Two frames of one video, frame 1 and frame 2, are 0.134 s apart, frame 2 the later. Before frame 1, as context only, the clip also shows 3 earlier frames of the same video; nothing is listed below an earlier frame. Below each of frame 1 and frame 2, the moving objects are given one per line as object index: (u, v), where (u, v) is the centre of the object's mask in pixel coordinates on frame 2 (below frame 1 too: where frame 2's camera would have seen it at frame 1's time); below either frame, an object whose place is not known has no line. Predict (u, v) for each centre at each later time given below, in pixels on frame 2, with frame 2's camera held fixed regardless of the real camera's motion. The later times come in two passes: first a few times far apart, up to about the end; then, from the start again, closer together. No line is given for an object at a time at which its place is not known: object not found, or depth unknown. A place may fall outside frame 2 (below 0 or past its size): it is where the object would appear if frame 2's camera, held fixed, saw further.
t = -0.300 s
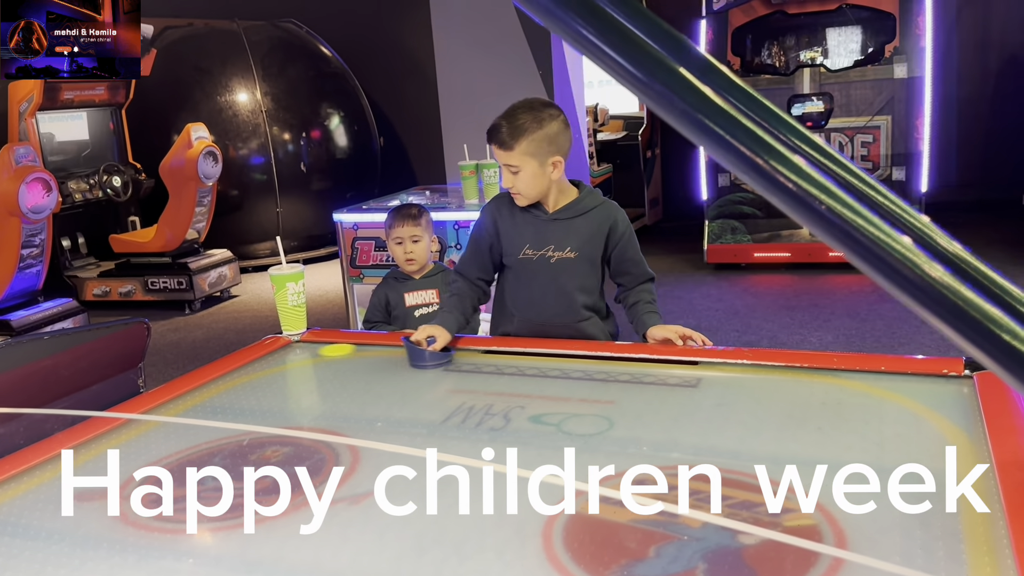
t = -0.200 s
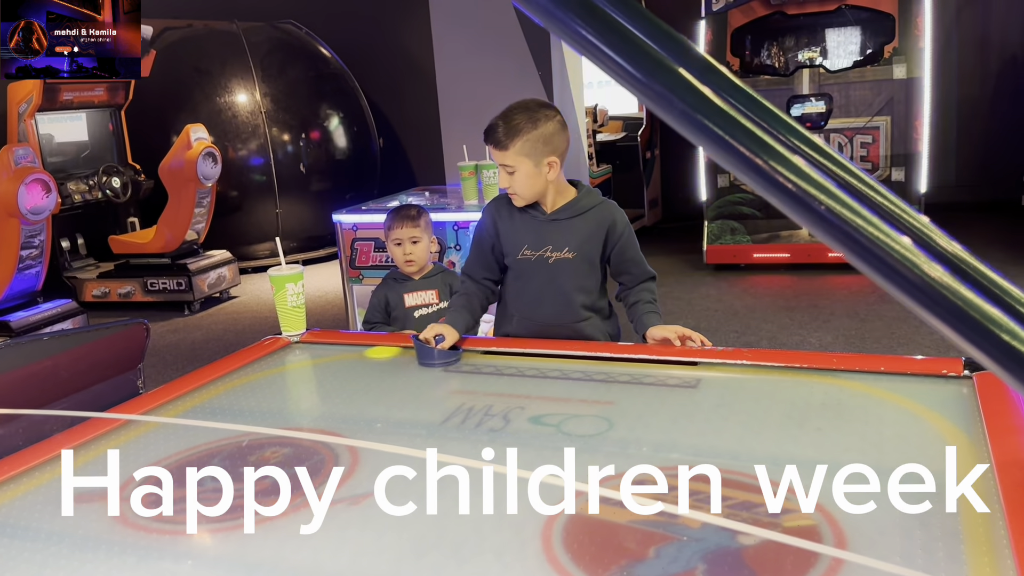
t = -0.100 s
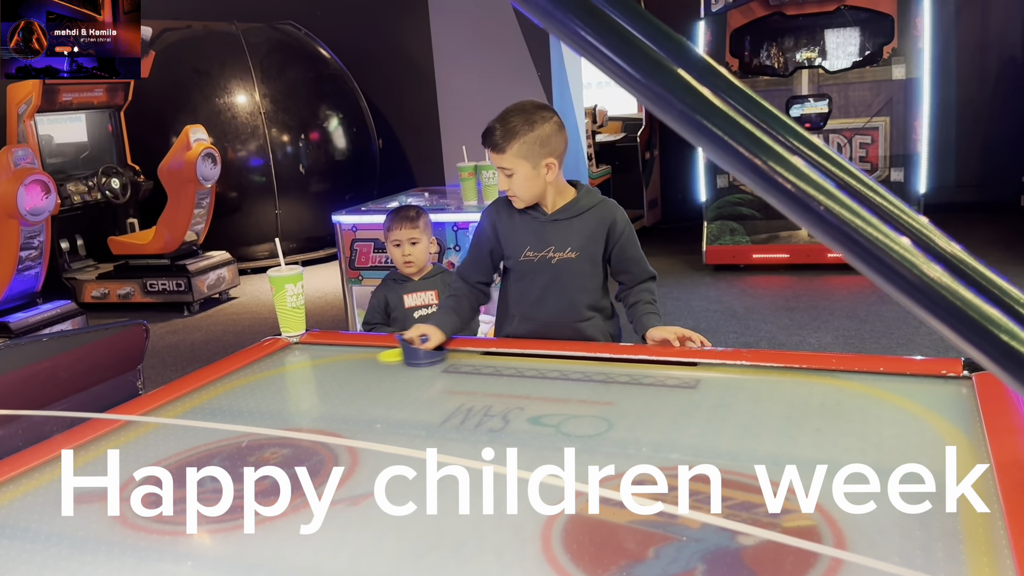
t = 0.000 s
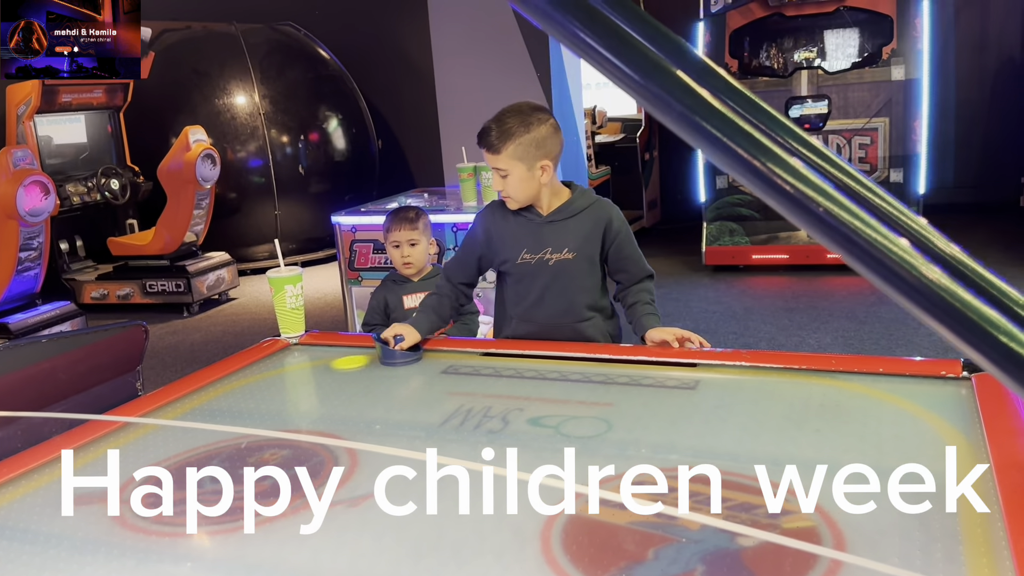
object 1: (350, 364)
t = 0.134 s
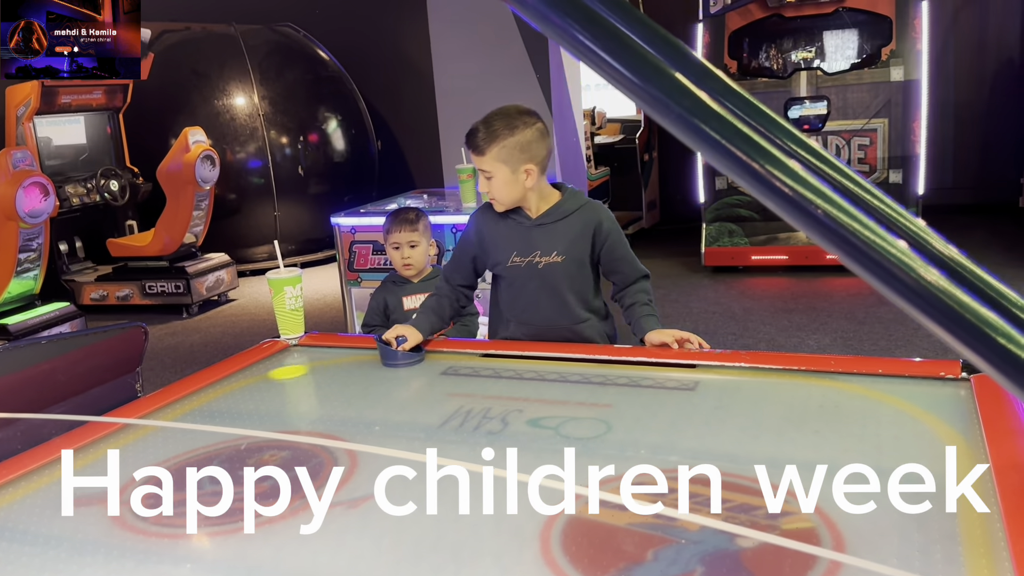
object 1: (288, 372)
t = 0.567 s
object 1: (254, 418)
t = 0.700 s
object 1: (266, 440)
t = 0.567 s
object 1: (254, 418)
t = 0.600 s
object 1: (258, 421)
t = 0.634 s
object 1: (263, 425)
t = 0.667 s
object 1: (264, 432)
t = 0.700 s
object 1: (266, 440)
